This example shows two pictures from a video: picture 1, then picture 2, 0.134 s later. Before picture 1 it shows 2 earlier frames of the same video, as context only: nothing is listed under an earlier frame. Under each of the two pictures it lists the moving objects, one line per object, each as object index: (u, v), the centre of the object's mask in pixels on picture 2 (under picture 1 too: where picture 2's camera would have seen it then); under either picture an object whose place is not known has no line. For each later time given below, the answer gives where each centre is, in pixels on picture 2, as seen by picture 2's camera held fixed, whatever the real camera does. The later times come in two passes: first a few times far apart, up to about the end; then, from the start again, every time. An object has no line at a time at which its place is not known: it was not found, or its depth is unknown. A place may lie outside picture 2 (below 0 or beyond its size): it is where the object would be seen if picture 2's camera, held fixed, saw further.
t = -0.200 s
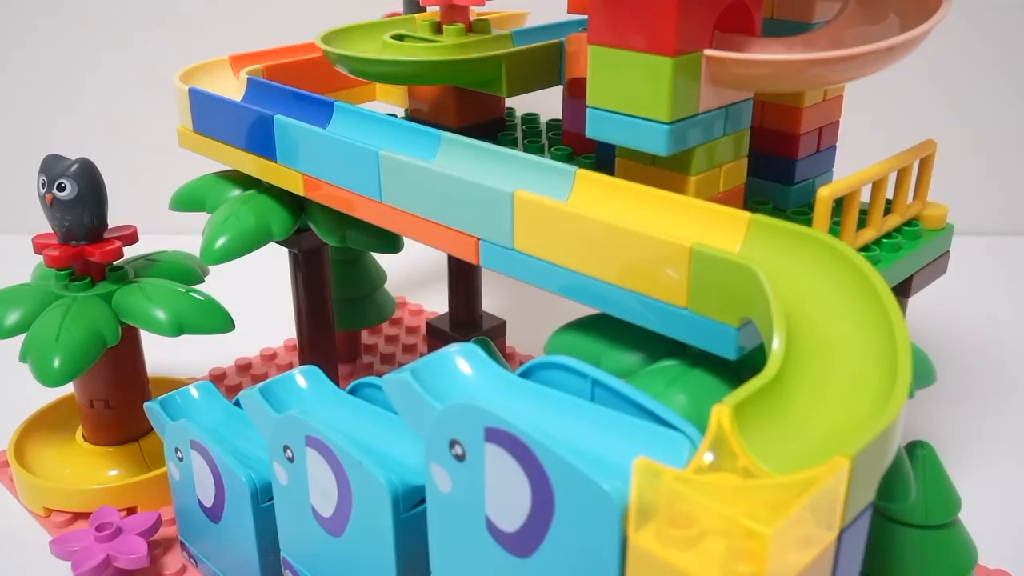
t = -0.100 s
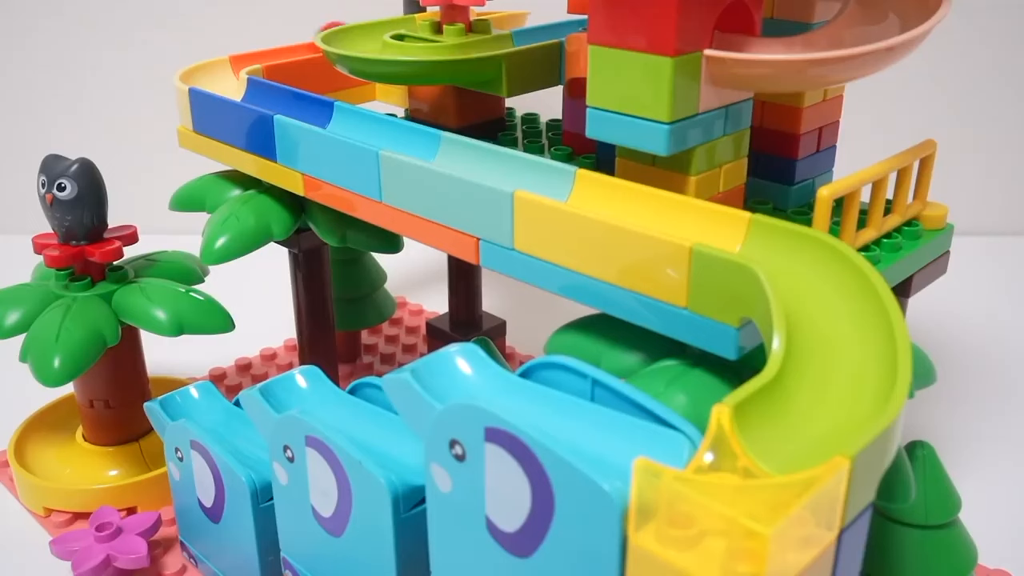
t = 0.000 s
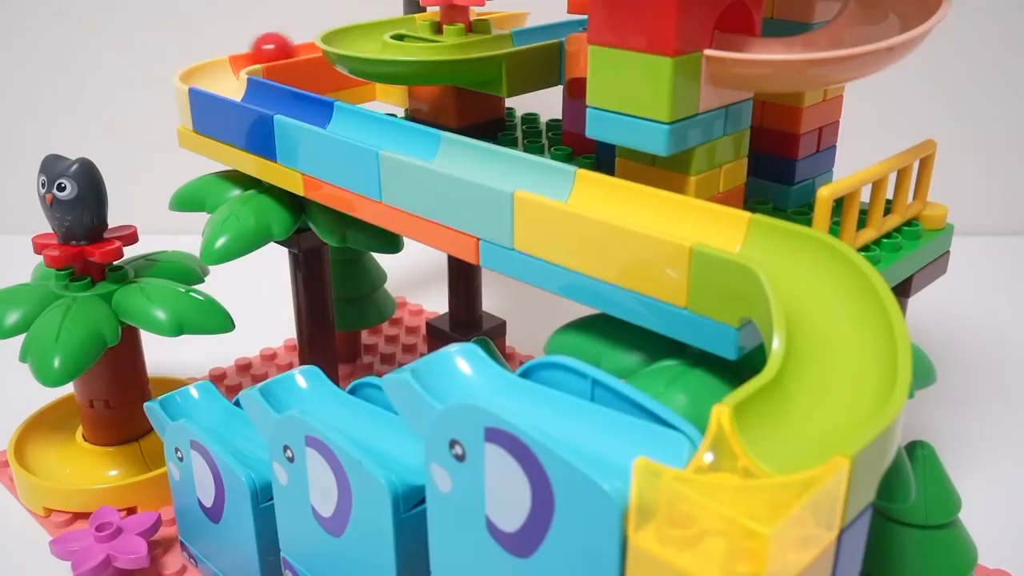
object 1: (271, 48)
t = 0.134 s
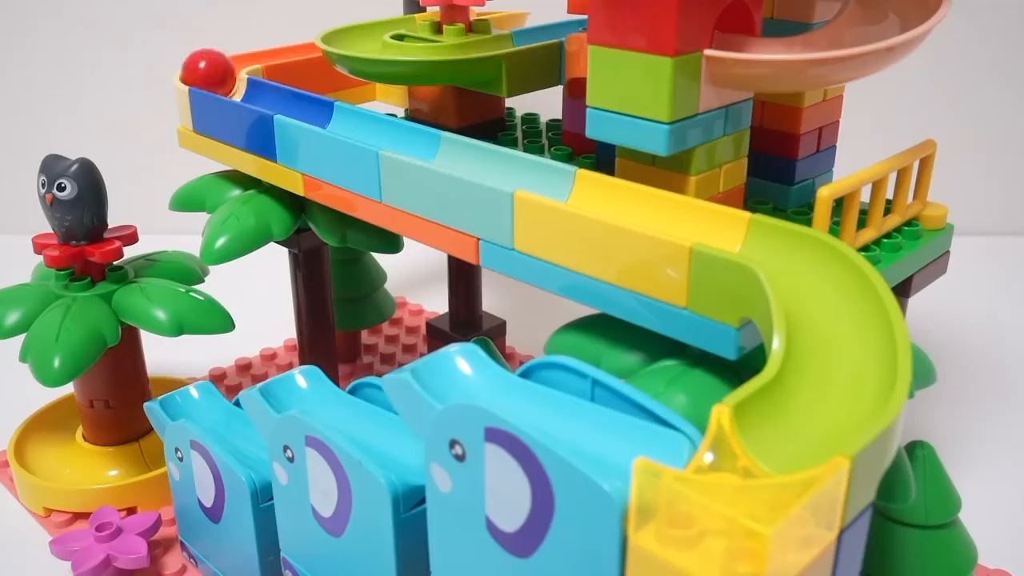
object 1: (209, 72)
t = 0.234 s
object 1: (236, 82)
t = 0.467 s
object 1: (332, 110)
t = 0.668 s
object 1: (427, 139)
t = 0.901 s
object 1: (554, 173)
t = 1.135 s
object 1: (693, 213)
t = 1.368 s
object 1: (836, 295)
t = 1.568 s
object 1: (664, 422)
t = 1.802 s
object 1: (437, 342)
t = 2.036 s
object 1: (335, 395)
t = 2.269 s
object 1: (263, 393)
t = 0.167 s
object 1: (212, 75)
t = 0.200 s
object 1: (223, 78)
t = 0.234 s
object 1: (236, 82)
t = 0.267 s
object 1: (249, 86)
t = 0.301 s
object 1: (261, 89)
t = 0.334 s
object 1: (275, 93)
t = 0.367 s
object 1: (289, 97)
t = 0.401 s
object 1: (303, 102)
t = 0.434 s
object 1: (316, 106)
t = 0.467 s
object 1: (332, 110)
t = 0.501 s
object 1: (345, 115)
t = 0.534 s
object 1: (361, 120)
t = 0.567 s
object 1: (377, 125)
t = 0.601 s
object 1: (395, 129)
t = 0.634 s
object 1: (411, 135)
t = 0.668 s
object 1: (427, 139)
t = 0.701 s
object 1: (444, 143)
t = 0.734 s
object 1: (462, 148)
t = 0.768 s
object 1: (478, 153)
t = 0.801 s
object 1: (497, 158)
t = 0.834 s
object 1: (515, 163)
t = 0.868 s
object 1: (535, 168)
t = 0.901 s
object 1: (554, 173)
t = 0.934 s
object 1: (573, 179)
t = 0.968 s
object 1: (593, 185)
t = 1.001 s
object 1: (613, 190)
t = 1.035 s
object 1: (634, 195)
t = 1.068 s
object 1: (652, 201)
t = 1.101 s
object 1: (674, 207)
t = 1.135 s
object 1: (693, 213)
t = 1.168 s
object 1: (715, 218)
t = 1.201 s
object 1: (736, 223)
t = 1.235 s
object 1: (758, 231)
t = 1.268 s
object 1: (778, 240)
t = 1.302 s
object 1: (798, 251)
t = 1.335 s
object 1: (816, 268)
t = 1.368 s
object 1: (836, 295)
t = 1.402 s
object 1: (846, 336)
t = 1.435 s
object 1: (836, 384)
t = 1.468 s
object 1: (800, 415)
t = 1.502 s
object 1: (765, 434)
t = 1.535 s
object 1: (714, 434)
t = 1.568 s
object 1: (664, 422)
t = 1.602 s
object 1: (622, 420)
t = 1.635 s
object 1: (589, 408)
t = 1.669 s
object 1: (555, 394)
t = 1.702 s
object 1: (524, 380)
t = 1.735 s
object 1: (490, 368)
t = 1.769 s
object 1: (459, 355)
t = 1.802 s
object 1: (437, 342)
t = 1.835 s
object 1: (419, 344)
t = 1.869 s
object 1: (406, 361)
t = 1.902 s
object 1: (391, 400)
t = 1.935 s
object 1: (382, 402)
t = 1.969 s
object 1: (365, 399)
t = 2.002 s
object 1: (350, 403)
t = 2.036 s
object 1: (335, 395)
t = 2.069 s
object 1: (315, 388)
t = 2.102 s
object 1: (295, 377)
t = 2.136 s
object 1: (285, 366)
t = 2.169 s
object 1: (278, 368)
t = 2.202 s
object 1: (275, 379)
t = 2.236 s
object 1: (270, 390)
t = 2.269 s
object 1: (263, 393)
